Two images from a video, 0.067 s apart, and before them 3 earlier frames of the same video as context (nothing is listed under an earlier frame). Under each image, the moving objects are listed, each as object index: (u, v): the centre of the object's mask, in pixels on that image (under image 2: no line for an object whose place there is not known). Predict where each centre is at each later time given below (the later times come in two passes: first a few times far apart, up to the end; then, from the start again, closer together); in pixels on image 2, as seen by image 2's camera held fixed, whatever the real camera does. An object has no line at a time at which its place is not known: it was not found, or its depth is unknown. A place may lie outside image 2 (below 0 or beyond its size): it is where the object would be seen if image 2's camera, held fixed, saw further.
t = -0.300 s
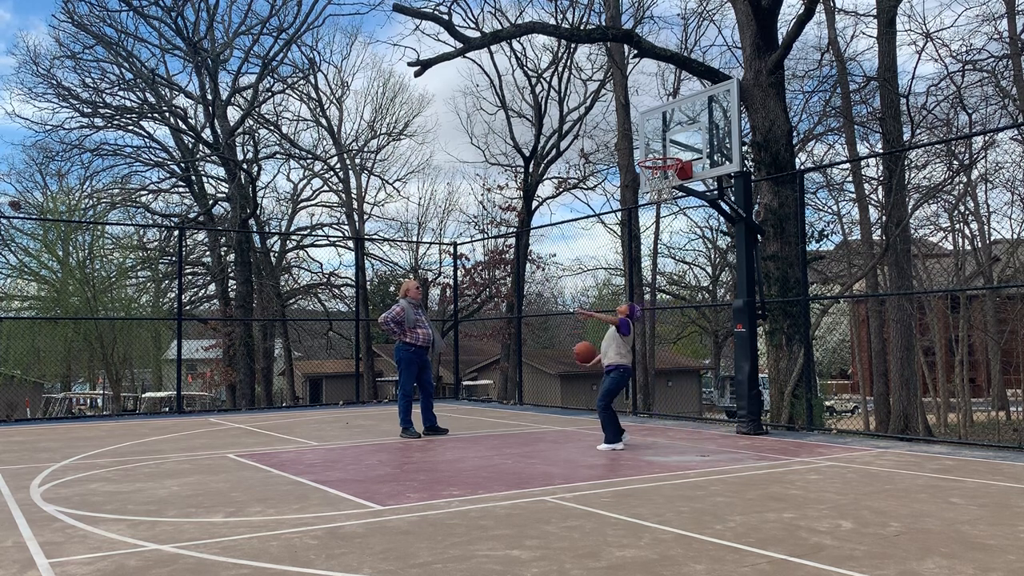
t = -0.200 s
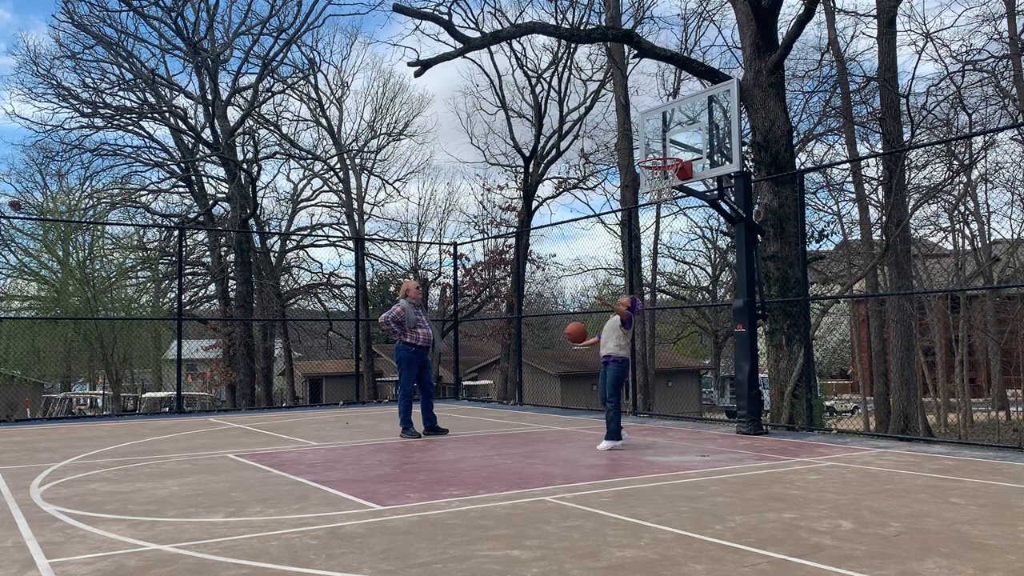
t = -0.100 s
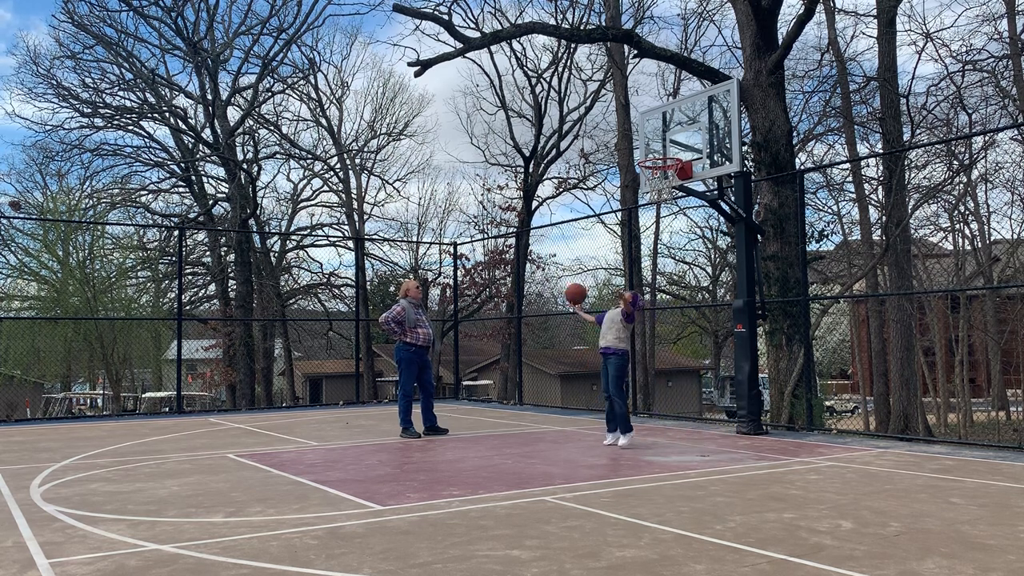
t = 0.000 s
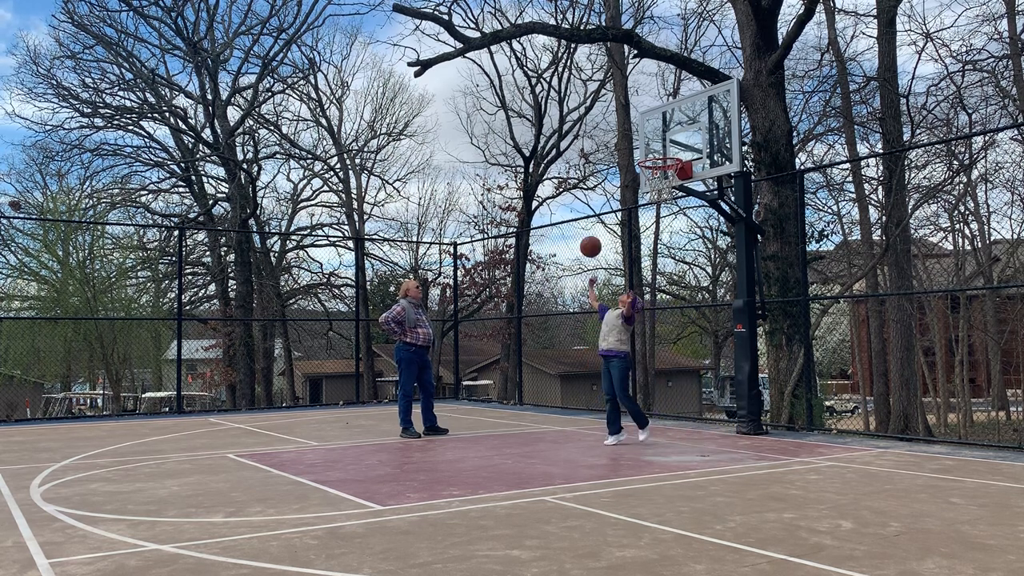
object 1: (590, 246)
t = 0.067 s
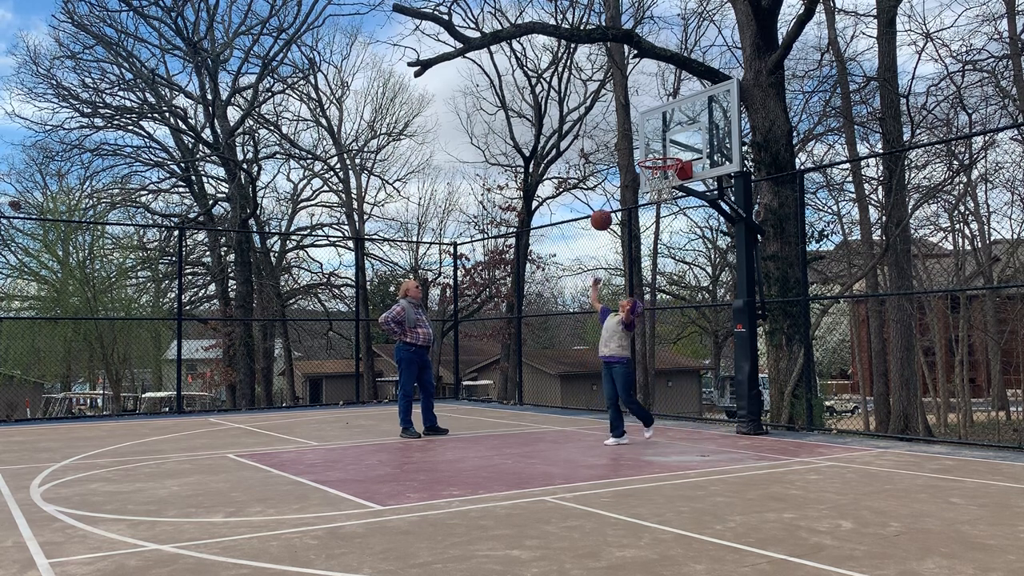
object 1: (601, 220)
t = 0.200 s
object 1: (623, 178)
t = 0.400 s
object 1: (621, 165)
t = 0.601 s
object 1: (608, 192)
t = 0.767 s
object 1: (599, 237)
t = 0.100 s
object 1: (606, 208)
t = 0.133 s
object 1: (612, 197)
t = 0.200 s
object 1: (623, 178)
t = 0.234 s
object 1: (628, 170)
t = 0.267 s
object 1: (630, 166)
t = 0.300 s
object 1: (628, 164)
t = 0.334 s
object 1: (625, 163)
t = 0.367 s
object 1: (623, 164)
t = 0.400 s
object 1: (621, 165)
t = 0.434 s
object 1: (618, 167)
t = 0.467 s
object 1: (616, 171)
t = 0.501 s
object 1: (614, 174)
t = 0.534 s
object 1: (612, 179)
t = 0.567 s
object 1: (610, 185)
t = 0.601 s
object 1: (608, 192)
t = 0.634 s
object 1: (606, 199)
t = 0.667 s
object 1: (604, 208)
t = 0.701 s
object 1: (603, 217)
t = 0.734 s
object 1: (601, 227)
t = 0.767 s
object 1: (599, 237)
